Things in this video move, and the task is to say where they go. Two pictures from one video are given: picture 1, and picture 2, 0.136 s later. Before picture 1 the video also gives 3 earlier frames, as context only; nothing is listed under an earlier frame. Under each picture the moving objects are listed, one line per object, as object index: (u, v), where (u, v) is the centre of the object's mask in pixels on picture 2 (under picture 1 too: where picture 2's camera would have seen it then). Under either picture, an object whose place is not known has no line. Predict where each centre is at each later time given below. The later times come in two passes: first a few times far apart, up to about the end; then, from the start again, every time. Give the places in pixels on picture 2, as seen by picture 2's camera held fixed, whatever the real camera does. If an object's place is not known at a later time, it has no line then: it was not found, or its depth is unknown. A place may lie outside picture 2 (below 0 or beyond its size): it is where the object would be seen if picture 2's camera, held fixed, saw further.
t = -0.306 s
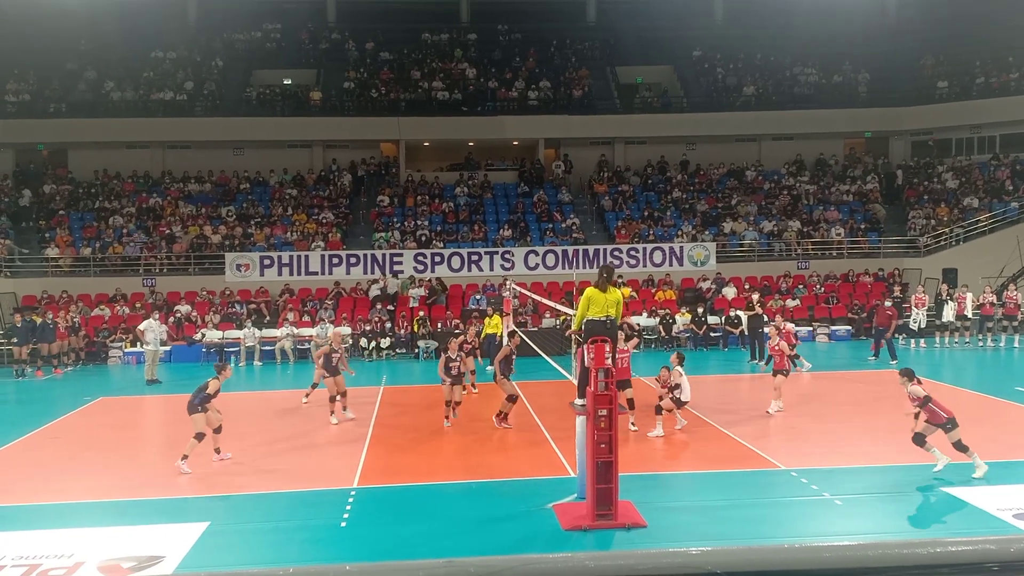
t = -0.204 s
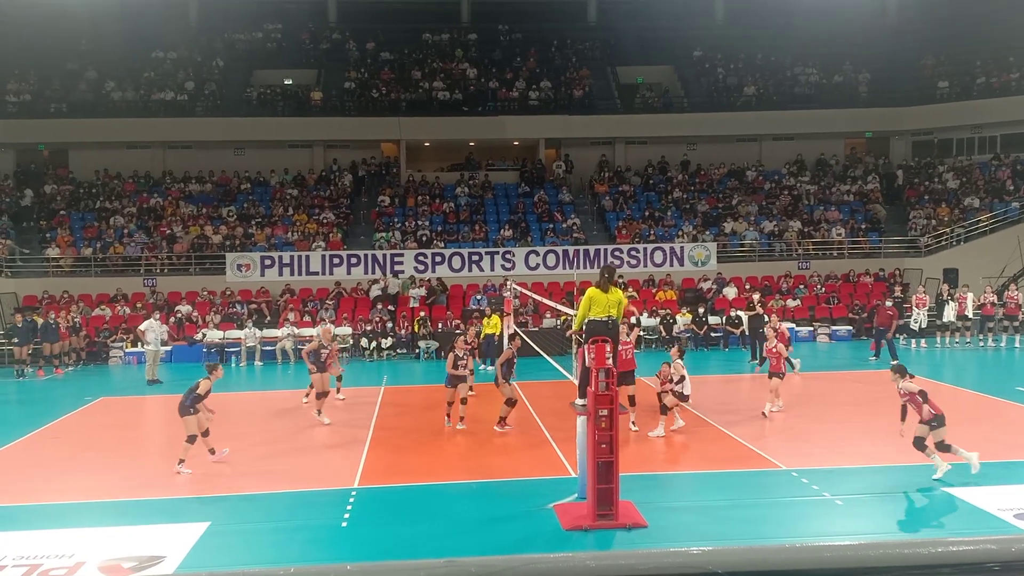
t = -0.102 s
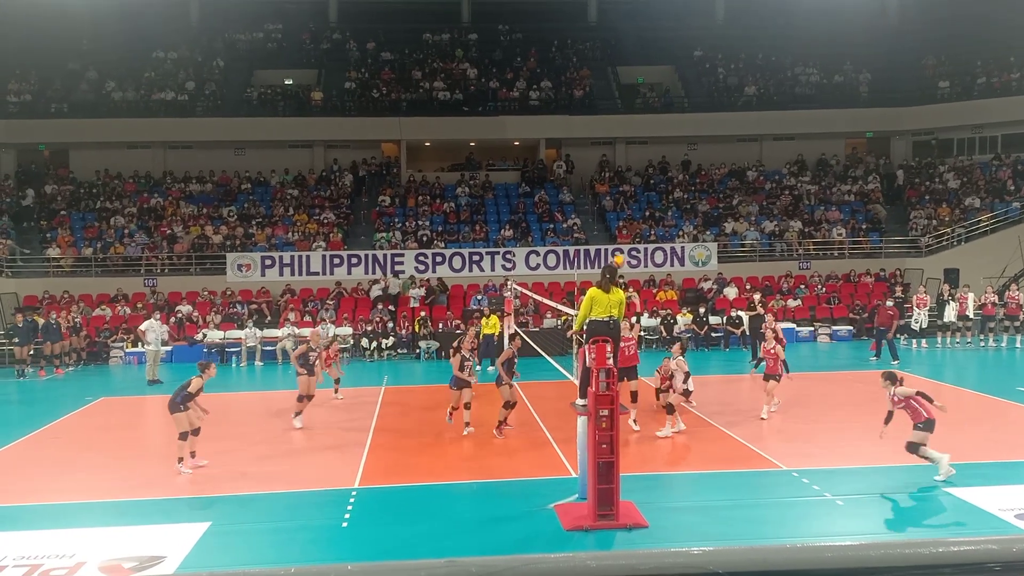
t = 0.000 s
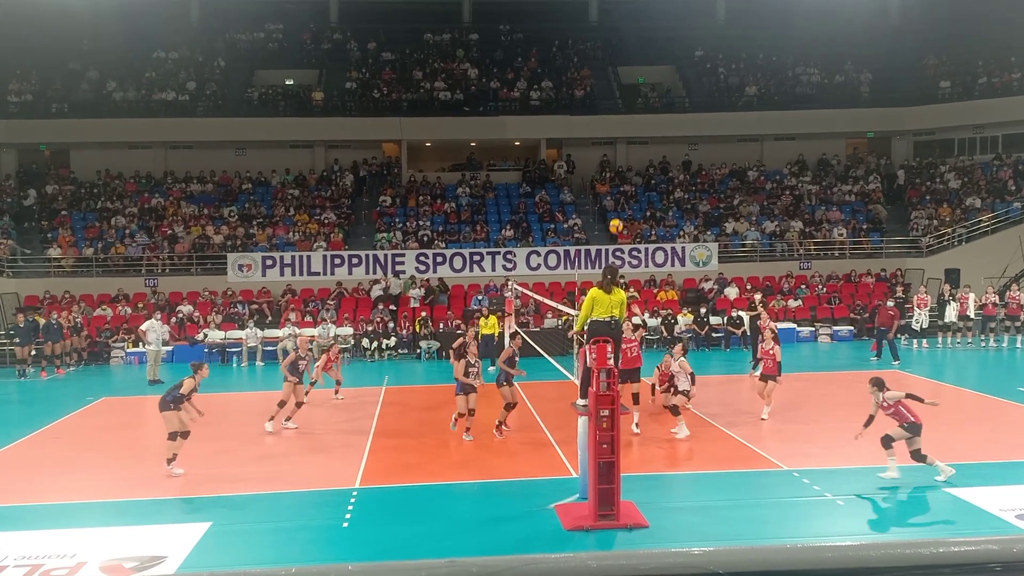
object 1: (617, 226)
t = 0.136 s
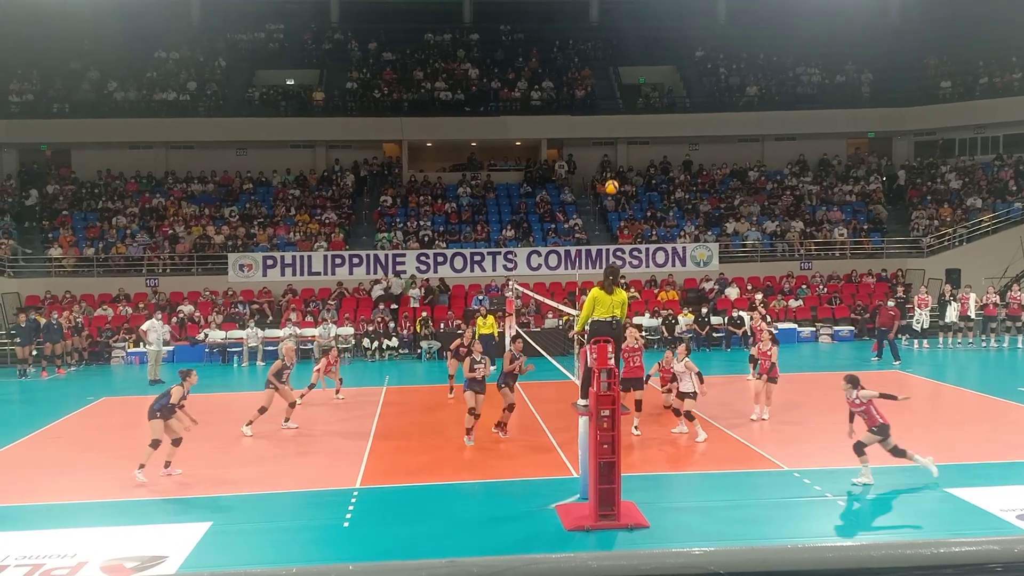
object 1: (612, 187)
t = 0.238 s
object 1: (608, 164)
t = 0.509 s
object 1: (596, 134)
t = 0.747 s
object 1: (586, 145)
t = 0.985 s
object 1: (576, 193)
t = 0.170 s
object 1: (610, 179)
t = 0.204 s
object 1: (609, 171)
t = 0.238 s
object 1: (608, 164)
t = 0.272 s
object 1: (606, 158)
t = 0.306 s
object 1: (605, 153)
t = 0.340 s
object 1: (604, 148)
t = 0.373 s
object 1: (602, 144)
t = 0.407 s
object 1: (601, 140)
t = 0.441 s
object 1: (599, 137)
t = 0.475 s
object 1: (598, 135)
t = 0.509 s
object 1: (596, 134)
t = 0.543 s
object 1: (595, 133)
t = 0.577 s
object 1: (593, 133)
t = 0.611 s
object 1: (592, 134)
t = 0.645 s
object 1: (591, 136)
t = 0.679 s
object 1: (589, 138)
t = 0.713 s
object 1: (588, 141)
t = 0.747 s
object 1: (586, 145)
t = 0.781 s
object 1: (585, 149)
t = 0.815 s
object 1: (583, 155)
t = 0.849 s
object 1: (582, 161)
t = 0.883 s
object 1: (580, 168)
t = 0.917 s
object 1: (579, 175)
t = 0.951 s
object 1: (577, 184)
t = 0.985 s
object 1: (576, 193)
